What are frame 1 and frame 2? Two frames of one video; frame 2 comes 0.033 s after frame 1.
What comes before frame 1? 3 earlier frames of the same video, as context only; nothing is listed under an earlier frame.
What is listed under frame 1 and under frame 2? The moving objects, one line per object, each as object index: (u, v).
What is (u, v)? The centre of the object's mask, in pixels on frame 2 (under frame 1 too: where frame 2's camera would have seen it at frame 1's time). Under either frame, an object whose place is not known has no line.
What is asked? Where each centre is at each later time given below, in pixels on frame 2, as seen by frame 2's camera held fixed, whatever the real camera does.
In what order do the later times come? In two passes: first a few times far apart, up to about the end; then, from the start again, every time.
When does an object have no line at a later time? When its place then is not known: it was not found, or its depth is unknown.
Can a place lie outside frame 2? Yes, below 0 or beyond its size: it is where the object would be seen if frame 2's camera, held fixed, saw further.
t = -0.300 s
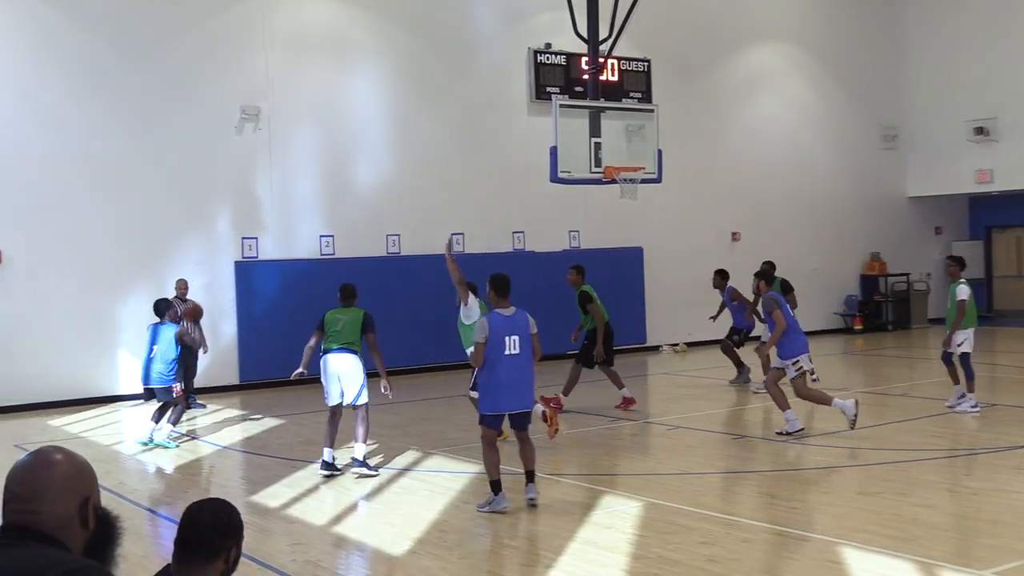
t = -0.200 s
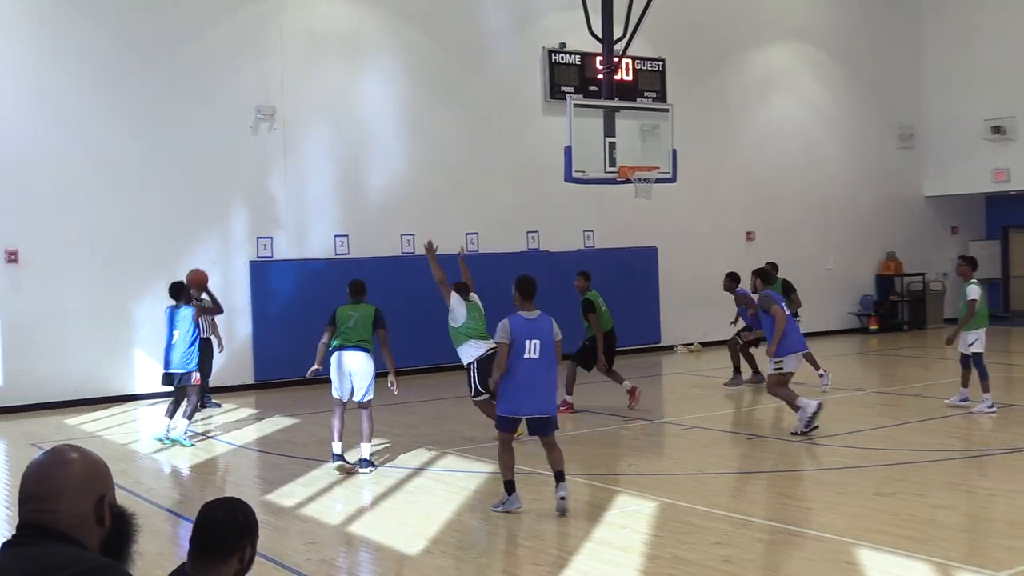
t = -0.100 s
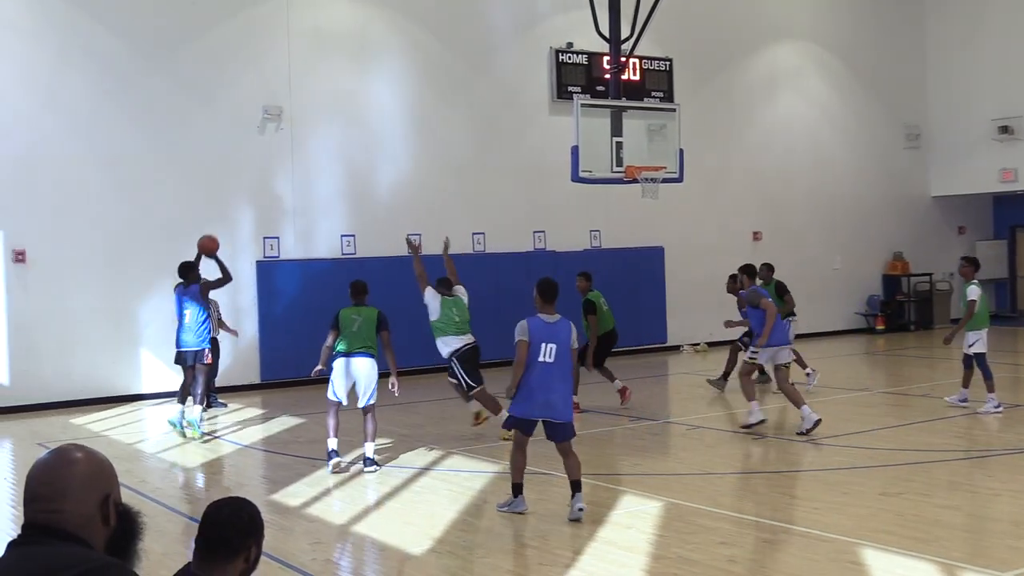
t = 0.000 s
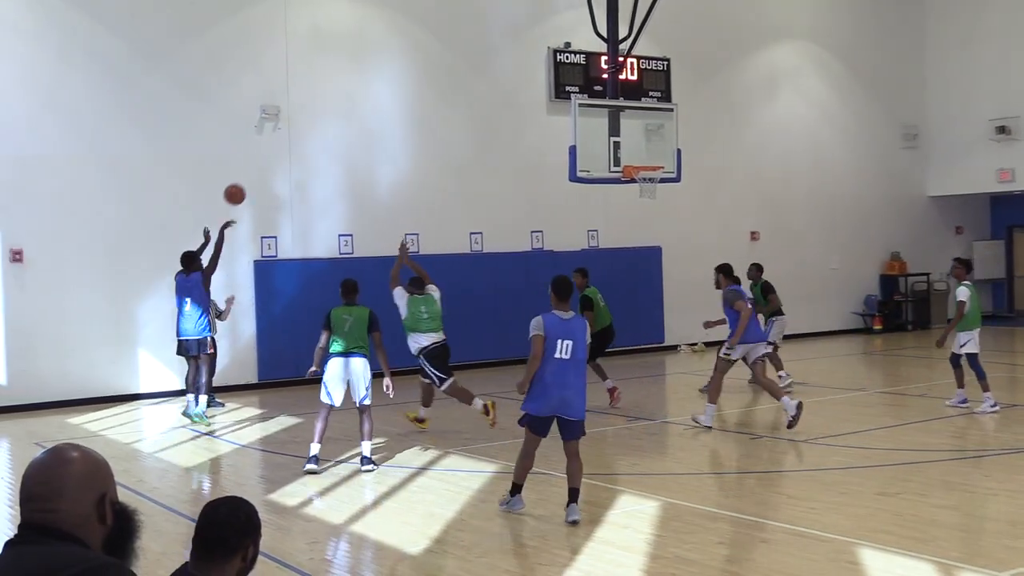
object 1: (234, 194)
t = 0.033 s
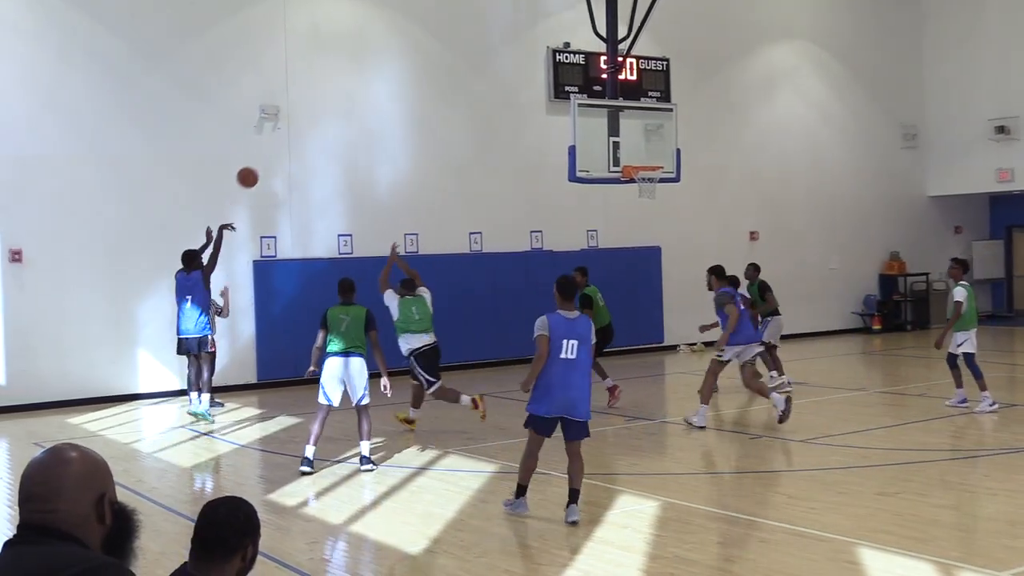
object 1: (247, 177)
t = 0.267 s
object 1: (338, 91)
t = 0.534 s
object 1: (432, 55)
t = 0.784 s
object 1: (512, 74)
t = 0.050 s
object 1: (254, 169)
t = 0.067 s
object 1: (261, 161)
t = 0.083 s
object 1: (267, 154)
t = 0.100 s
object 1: (274, 147)
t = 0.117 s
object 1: (280, 140)
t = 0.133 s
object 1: (287, 133)
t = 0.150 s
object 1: (294, 127)
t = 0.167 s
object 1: (300, 121)
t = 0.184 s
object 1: (306, 115)
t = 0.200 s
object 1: (313, 110)
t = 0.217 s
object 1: (319, 105)
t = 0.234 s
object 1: (325, 100)
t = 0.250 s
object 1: (332, 95)
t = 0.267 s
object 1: (338, 91)
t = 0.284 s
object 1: (344, 87)
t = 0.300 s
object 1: (350, 83)
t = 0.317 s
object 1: (356, 79)
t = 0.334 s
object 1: (362, 76)
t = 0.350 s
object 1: (368, 73)
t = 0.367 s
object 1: (374, 70)
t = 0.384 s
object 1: (380, 68)
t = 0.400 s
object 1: (386, 66)
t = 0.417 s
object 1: (392, 63)
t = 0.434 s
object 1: (398, 62)
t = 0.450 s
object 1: (403, 60)
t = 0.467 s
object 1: (409, 58)
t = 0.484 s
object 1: (415, 57)
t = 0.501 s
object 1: (420, 56)
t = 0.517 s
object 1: (426, 56)
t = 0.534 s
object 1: (432, 55)
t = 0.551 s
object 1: (438, 55)
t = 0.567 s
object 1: (443, 55)
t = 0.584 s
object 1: (448, 55)
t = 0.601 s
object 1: (454, 56)
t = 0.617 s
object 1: (460, 56)
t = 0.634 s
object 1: (465, 57)
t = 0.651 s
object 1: (470, 58)
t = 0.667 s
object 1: (476, 60)
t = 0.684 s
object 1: (481, 61)
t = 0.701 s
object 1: (486, 63)
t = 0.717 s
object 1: (491, 64)
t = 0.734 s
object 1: (497, 66)
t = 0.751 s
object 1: (502, 69)
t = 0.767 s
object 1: (507, 71)
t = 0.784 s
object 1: (512, 74)
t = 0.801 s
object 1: (517, 76)
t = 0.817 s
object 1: (522, 80)
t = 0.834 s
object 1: (528, 83)
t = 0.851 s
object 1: (533, 86)
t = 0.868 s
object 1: (537, 90)
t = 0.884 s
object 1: (542, 93)
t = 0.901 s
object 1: (547, 98)
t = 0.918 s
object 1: (552, 103)
